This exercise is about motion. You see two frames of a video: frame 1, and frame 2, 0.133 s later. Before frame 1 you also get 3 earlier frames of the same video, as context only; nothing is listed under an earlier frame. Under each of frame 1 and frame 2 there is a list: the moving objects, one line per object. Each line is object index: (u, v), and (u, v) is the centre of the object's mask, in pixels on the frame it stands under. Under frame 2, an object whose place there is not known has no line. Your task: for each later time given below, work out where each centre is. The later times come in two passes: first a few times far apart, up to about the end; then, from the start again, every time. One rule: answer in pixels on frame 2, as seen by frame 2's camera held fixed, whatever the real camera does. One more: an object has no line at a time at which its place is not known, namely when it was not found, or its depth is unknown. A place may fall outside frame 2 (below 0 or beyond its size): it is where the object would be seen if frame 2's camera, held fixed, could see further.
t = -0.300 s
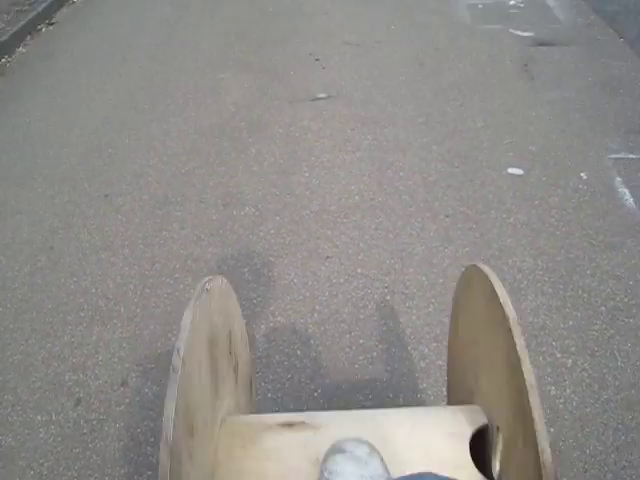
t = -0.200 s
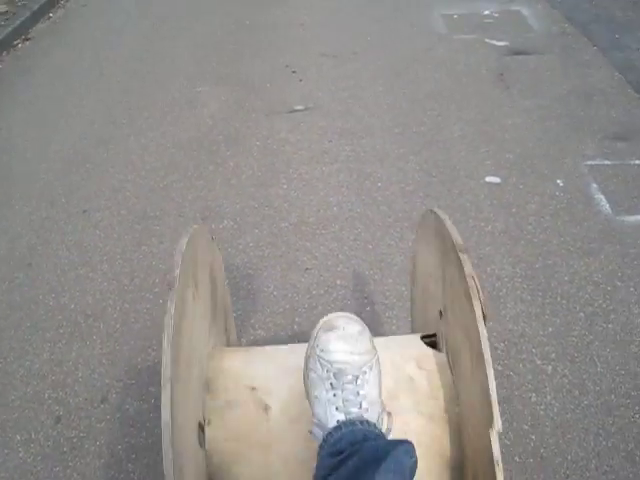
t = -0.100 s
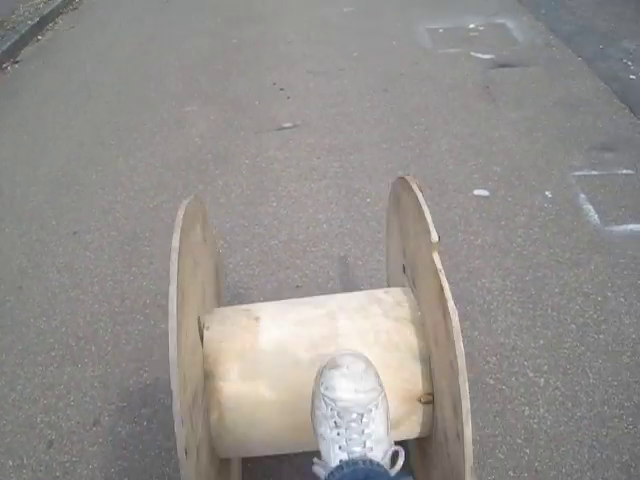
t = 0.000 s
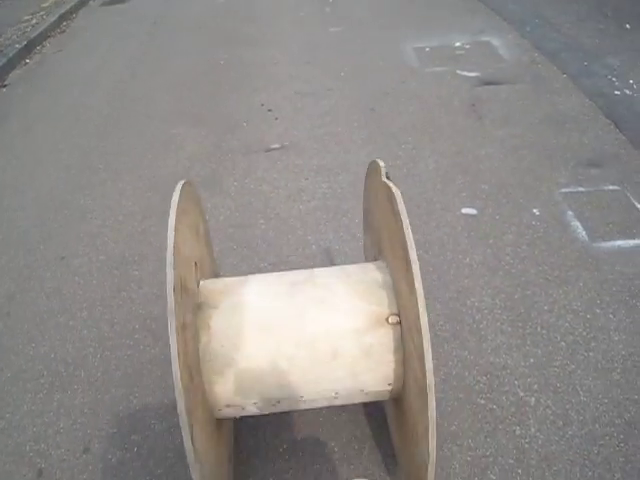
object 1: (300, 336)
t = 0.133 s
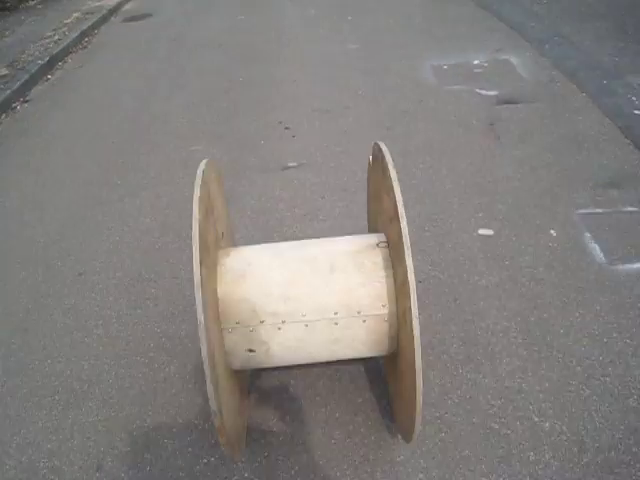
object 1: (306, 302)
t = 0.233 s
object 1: (302, 265)
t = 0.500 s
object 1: (297, 194)
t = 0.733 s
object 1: (293, 153)
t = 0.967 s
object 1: (290, 121)
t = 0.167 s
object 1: (304, 289)
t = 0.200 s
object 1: (303, 276)
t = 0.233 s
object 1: (302, 265)
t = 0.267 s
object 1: (301, 254)
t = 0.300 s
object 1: (300, 244)
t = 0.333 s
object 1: (300, 234)
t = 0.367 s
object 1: (300, 226)
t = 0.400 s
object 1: (299, 217)
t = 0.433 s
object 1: (299, 208)
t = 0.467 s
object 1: (298, 201)
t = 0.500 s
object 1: (297, 194)
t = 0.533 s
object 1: (296, 188)
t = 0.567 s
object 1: (295, 182)
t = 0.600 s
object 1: (294, 175)
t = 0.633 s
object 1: (293, 169)
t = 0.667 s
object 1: (293, 163)
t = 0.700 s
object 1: (292, 158)
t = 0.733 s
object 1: (293, 153)
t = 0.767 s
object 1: (292, 147)
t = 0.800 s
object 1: (291, 142)
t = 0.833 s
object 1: (290, 137)
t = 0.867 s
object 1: (290, 133)
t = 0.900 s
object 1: (290, 129)
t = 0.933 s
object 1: (290, 125)
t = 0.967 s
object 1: (290, 121)
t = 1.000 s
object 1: (289, 117)
